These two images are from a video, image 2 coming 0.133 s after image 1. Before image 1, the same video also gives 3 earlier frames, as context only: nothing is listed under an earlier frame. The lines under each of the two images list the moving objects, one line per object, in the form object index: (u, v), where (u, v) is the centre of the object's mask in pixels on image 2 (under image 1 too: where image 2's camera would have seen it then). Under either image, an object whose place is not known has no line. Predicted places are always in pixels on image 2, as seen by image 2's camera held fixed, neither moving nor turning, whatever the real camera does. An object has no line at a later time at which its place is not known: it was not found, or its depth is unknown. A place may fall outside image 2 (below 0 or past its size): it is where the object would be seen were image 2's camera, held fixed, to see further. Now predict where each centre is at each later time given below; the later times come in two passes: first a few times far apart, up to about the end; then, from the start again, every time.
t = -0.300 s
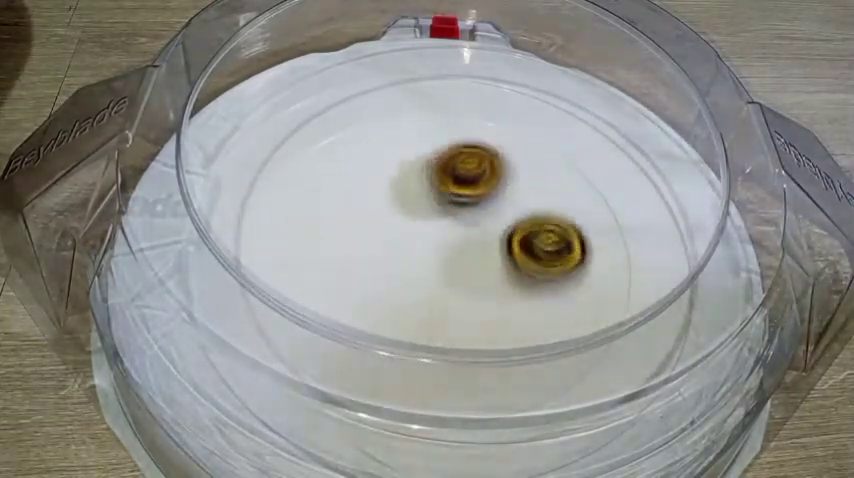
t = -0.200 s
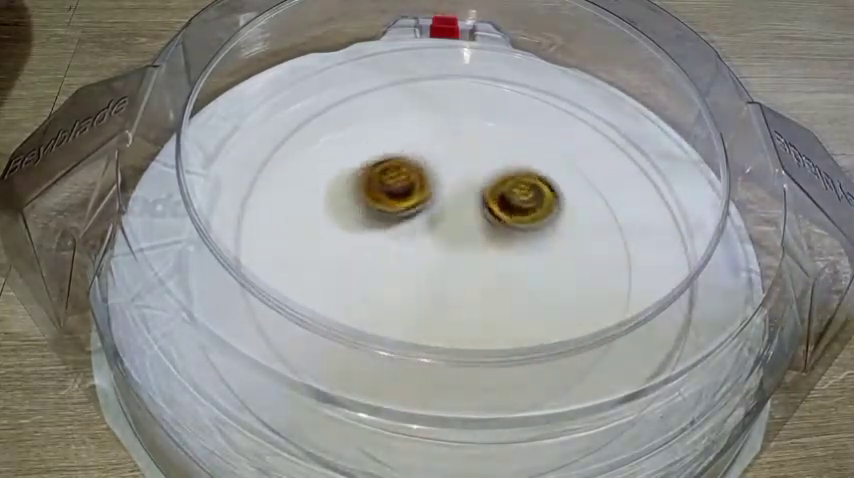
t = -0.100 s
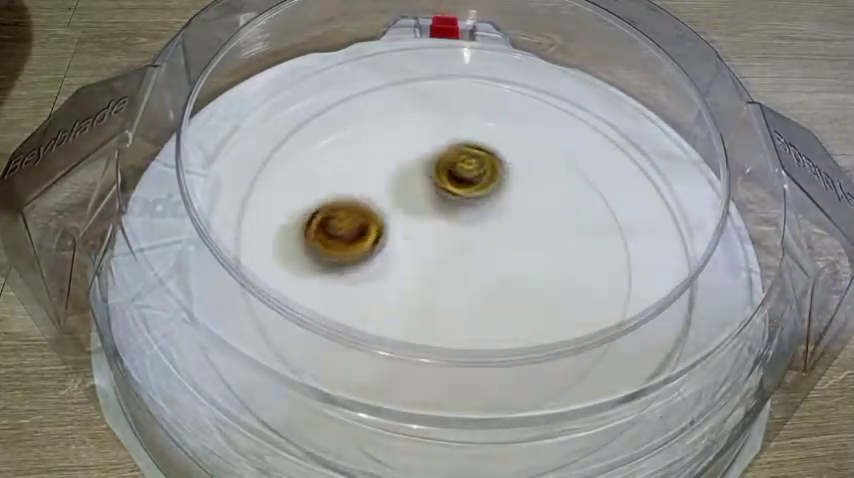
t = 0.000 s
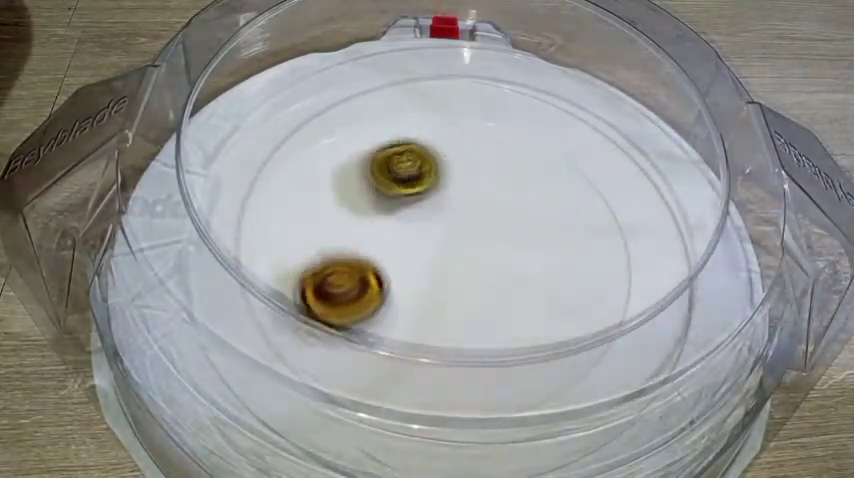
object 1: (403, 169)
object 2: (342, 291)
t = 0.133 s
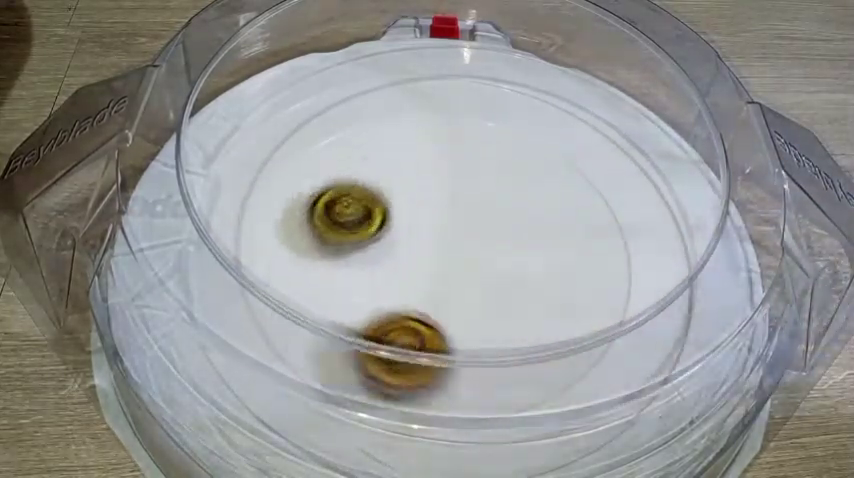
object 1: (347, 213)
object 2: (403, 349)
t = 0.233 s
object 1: (343, 265)
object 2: (467, 356)
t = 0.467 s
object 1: (474, 314)
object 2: (543, 264)
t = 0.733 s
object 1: (491, 208)
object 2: (415, 155)
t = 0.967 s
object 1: (389, 215)
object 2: (277, 191)
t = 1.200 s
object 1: (433, 288)
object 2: (283, 300)
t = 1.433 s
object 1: (489, 230)
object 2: (446, 326)
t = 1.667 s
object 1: (407, 207)
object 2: (510, 204)
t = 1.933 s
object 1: (425, 278)
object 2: (394, 128)
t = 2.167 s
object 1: (482, 237)
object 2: (326, 190)
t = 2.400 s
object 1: (421, 216)
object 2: (432, 294)
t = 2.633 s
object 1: (428, 259)
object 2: (551, 217)
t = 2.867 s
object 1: (460, 251)
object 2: (494, 148)
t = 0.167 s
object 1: (341, 231)
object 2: (421, 365)
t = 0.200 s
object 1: (339, 249)
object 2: (444, 355)
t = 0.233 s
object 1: (343, 265)
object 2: (467, 356)
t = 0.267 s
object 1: (352, 282)
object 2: (489, 352)
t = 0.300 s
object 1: (366, 296)
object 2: (506, 332)
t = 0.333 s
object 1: (386, 306)
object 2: (521, 325)
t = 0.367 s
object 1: (406, 314)
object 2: (535, 317)
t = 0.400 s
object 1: (430, 318)
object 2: (542, 301)
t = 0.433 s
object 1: (453, 318)
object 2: (545, 282)
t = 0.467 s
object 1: (474, 314)
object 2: (543, 264)
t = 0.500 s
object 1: (493, 306)
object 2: (539, 245)
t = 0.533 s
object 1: (504, 297)
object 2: (532, 224)
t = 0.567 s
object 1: (513, 284)
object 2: (520, 206)
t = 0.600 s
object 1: (518, 269)
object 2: (503, 190)
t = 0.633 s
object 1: (519, 252)
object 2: (483, 177)
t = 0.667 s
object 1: (514, 235)
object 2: (462, 167)
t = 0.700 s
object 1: (505, 222)
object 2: (438, 160)
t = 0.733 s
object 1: (491, 208)
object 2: (415, 155)
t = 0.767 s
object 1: (475, 197)
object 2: (392, 154)
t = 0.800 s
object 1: (455, 189)
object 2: (371, 157)
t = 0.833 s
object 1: (437, 186)
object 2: (353, 161)
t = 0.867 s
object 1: (421, 188)
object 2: (332, 167)
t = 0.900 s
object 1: (410, 194)
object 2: (309, 172)
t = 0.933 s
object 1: (399, 203)
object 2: (292, 180)
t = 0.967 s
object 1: (389, 215)
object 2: (277, 191)
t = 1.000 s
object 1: (381, 229)
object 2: (266, 203)
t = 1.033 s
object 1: (379, 242)
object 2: (258, 217)
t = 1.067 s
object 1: (382, 254)
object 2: (255, 231)
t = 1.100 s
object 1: (387, 266)
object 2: (258, 246)
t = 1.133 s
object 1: (399, 276)
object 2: (261, 266)
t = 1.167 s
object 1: (416, 283)
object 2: (270, 284)
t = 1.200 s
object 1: (433, 288)
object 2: (283, 300)
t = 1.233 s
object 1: (450, 287)
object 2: (300, 313)
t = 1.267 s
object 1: (465, 283)
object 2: (319, 323)
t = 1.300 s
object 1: (476, 276)
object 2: (341, 332)
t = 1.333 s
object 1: (486, 266)
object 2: (369, 337)
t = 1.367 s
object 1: (491, 254)
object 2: (395, 337)
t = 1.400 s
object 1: (492, 241)
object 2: (422, 327)
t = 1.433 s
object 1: (489, 230)
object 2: (446, 326)
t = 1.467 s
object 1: (481, 221)
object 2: (470, 319)
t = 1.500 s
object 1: (472, 213)
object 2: (489, 305)
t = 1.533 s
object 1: (459, 205)
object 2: (504, 287)
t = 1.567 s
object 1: (444, 201)
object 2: (514, 267)
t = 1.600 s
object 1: (431, 199)
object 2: (517, 246)
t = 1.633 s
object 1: (419, 201)
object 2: (516, 224)
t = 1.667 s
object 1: (407, 207)
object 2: (510, 204)
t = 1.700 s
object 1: (398, 216)
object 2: (499, 185)
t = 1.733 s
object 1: (393, 227)
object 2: (486, 168)
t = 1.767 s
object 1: (390, 239)
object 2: (472, 155)
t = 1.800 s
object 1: (392, 251)
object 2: (457, 144)
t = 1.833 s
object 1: (396, 262)
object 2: (441, 136)
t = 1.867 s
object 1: (403, 271)
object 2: (425, 130)
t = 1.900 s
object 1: (414, 276)
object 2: (409, 128)
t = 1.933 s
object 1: (425, 278)
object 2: (394, 128)
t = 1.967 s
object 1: (439, 277)
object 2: (379, 130)
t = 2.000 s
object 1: (452, 273)
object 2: (366, 134)
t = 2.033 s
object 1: (465, 267)
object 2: (354, 141)
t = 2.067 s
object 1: (473, 260)
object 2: (343, 151)
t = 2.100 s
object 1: (480, 252)
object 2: (334, 161)
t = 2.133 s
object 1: (483, 244)
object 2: (329, 173)
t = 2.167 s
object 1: (482, 237)
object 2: (326, 190)
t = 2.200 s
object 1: (476, 232)
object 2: (328, 207)
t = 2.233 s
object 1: (469, 226)
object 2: (332, 226)
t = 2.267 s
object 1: (459, 221)
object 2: (342, 245)
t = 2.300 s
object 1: (448, 216)
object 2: (359, 261)
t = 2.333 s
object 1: (438, 214)
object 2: (380, 276)
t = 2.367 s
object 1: (429, 214)
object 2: (406, 288)
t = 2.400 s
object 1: (421, 216)
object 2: (432, 294)
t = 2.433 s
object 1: (415, 220)
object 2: (460, 295)
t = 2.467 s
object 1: (411, 226)
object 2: (486, 290)
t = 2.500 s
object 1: (410, 233)
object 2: (507, 280)
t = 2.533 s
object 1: (412, 241)
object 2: (525, 266)
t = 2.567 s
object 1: (416, 247)
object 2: (537, 251)
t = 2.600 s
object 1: (421, 253)
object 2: (548, 234)
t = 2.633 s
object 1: (428, 259)
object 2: (551, 217)
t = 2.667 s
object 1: (435, 262)
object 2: (551, 202)
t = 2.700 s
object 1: (441, 264)
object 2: (547, 189)
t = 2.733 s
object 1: (447, 264)
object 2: (540, 176)
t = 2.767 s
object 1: (451, 262)
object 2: (532, 166)
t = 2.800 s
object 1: (456, 259)
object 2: (521, 158)
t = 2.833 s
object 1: (459, 256)
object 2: (509, 151)
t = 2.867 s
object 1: (460, 251)
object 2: (494, 148)
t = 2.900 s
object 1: (460, 247)
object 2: (480, 146)
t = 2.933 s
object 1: (459, 242)
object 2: (465, 145)
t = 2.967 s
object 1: (456, 238)
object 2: (448, 148)
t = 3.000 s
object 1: (454, 234)
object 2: (432, 155)
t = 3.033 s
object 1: (451, 232)
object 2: (416, 164)
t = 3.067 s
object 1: (449, 235)
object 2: (400, 170)
